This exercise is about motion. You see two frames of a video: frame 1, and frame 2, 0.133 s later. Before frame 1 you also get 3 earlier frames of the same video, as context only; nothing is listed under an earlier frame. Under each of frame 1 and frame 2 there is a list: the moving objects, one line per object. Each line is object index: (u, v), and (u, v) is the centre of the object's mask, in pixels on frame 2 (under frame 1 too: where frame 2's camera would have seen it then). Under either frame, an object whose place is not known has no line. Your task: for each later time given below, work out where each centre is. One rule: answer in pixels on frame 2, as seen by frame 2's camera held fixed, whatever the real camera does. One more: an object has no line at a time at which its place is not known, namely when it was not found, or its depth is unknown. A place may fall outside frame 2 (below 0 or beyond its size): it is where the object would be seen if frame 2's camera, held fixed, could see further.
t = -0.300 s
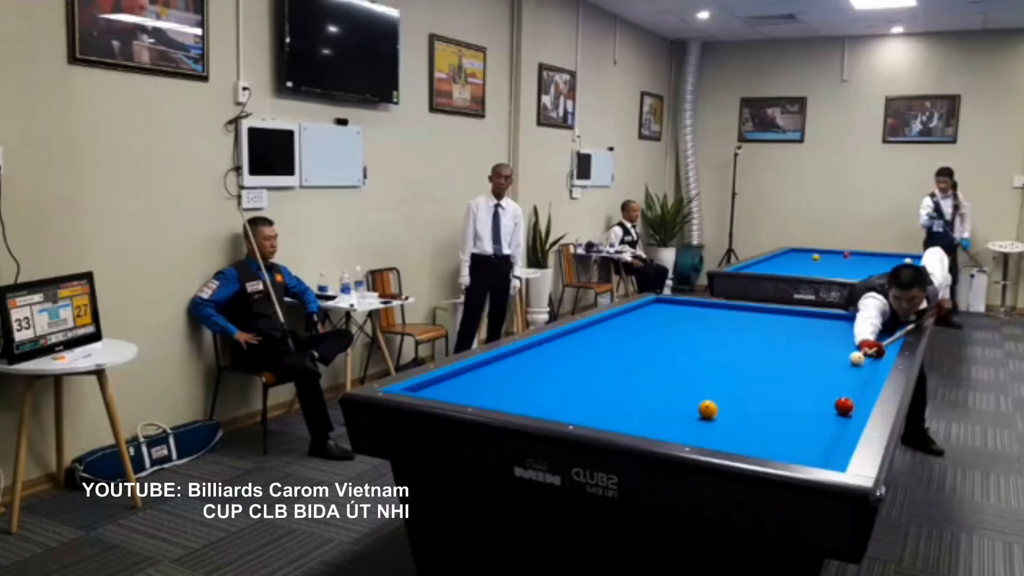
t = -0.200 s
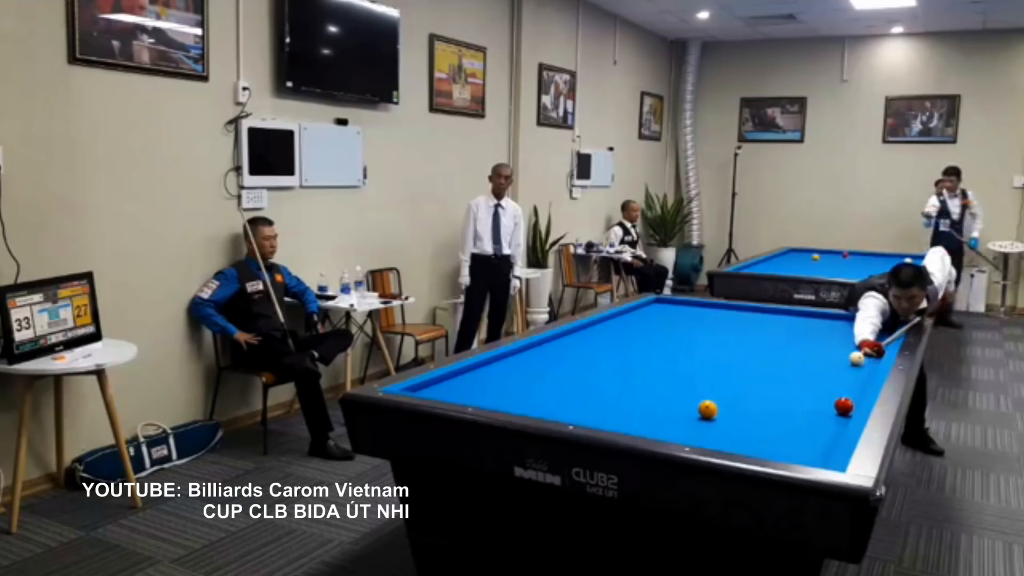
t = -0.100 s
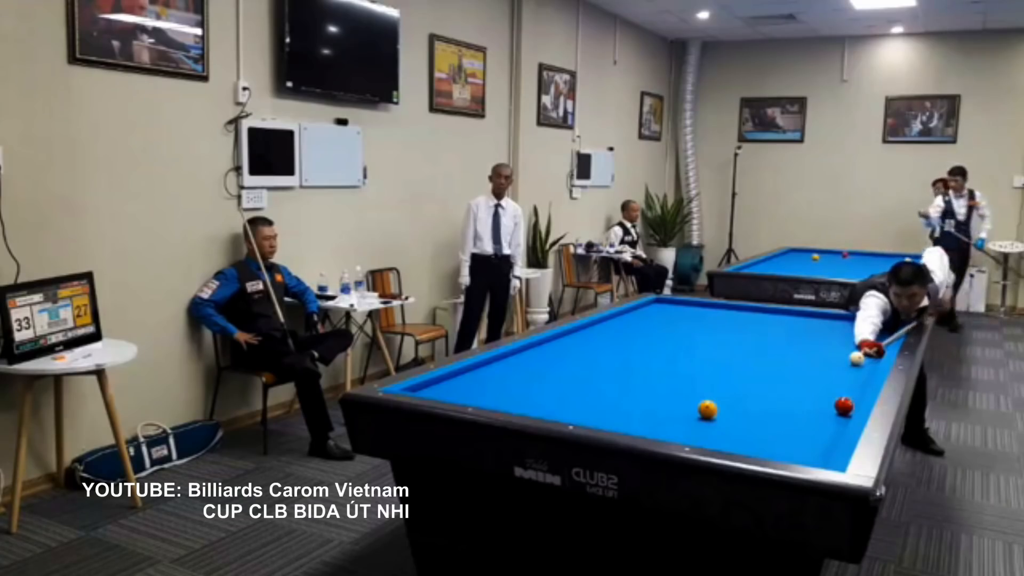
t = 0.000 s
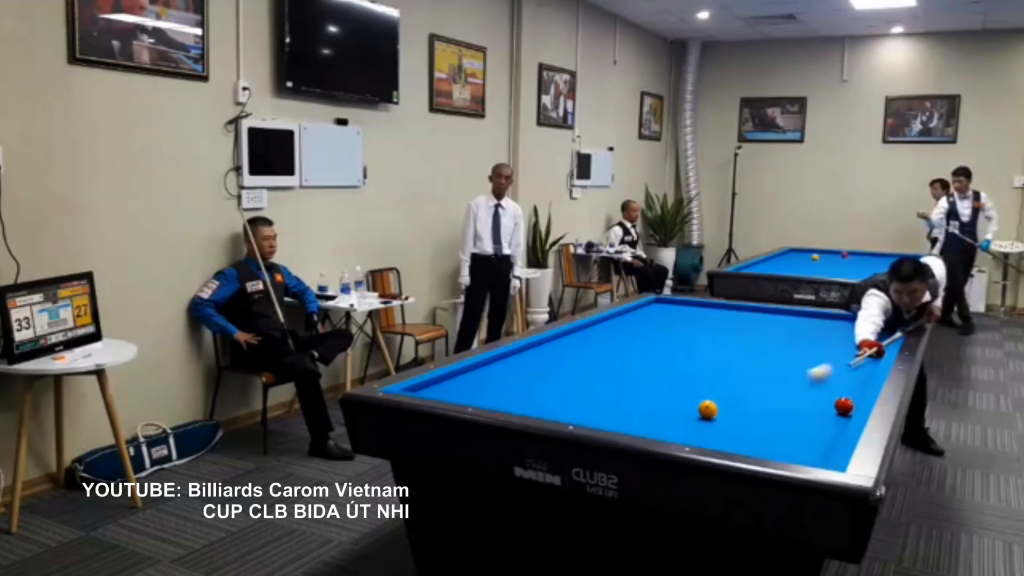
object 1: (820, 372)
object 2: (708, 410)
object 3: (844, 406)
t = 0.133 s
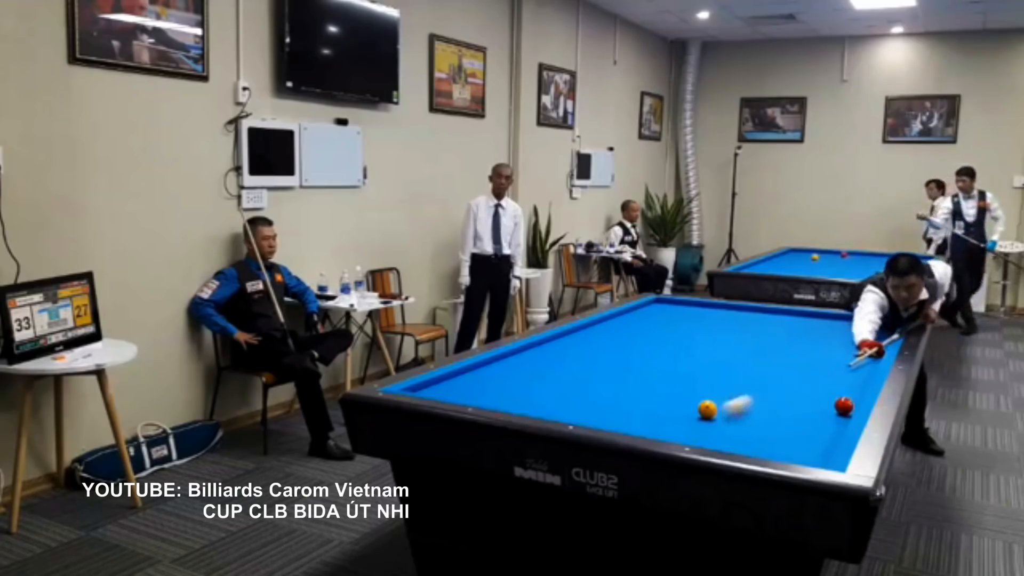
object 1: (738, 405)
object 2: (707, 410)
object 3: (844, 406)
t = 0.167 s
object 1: (724, 417)
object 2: (699, 408)
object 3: (844, 406)
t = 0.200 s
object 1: (716, 430)
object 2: (682, 406)
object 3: (844, 406)
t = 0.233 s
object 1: (716, 439)
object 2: (666, 404)
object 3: (844, 406)
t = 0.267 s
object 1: (743, 434)
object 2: (651, 403)
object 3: (844, 406)
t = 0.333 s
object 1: (797, 423)
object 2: (623, 400)
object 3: (844, 406)
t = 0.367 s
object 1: (821, 417)
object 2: (611, 399)
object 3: (844, 406)
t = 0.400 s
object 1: (842, 410)
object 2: (599, 397)
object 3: (843, 399)
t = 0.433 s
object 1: (840, 409)
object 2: (588, 396)
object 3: (843, 397)
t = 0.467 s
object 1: (830, 407)
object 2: (577, 395)
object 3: (839, 393)
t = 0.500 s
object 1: (821, 406)
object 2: (566, 394)
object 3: (836, 388)
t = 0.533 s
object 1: (813, 405)
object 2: (556, 393)
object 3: (834, 382)
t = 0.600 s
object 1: (799, 402)
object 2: (535, 391)
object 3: (830, 372)
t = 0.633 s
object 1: (793, 402)
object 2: (524, 390)
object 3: (828, 368)
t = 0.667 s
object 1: (787, 400)
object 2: (514, 389)
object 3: (827, 364)
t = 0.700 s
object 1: (782, 399)
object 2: (505, 387)
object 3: (825, 360)
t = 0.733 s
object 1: (776, 398)
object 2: (495, 386)
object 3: (824, 356)
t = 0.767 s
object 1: (770, 397)
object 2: (485, 386)
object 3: (823, 353)
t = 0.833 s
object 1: (758, 395)
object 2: (466, 384)
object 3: (820, 347)
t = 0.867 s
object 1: (752, 394)
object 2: (455, 382)
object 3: (819, 344)
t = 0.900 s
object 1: (747, 393)
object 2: (446, 381)
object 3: (818, 341)
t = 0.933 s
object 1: (741, 392)
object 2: (439, 380)
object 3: (817, 338)
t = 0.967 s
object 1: (736, 391)
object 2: (444, 382)
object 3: (816, 336)
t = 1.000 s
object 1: (731, 390)
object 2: (450, 383)
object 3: (815, 334)
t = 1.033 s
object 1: (726, 389)
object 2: (455, 385)
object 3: (814, 332)
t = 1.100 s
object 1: (715, 387)
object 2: (465, 387)
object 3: (812, 327)
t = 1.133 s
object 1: (710, 386)
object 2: (470, 389)
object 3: (811, 325)
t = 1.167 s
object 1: (705, 385)
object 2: (474, 390)
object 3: (810, 323)
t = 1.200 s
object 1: (700, 384)
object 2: (479, 391)
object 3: (810, 322)
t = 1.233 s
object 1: (695, 383)
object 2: (483, 392)
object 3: (809, 319)
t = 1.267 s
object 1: (689, 382)
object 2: (487, 393)
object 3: (809, 318)
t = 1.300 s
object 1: (685, 381)
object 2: (492, 395)
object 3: (808, 315)
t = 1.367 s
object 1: (675, 379)
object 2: (501, 397)
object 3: (806, 313)
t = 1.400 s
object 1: (670, 379)
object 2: (506, 398)
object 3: (804, 314)
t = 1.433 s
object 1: (666, 378)
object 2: (511, 399)
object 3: (801, 315)
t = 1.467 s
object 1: (661, 377)
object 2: (515, 400)
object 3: (799, 316)
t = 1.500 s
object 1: (656, 376)
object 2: (520, 402)
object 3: (796, 317)
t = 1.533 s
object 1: (652, 375)
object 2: (525, 403)
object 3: (793, 318)
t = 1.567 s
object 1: (648, 374)
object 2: (529, 404)
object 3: (791, 319)
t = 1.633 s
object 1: (639, 372)
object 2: (539, 406)
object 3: (786, 322)
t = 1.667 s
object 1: (635, 372)
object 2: (544, 407)
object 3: (783, 323)
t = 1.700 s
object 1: (631, 371)
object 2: (549, 408)
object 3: (780, 324)
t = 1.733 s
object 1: (626, 370)
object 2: (554, 409)
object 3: (778, 325)
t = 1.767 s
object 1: (622, 369)
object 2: (560, 411)
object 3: (775, 326)
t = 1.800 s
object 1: (618, 368)
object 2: (565, 412)
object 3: (773, 326)
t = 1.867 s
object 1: (610, 367)
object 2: (575, 414)
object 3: (767, 328)
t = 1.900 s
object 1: (606, 366)
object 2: (580, 416)
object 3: (765, 329)
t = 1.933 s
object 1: (602, 366)
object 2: (585, 417)
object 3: (761, 330)
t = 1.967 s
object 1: (598, 365)
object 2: (591, 418)
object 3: (759, 331)
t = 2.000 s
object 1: (594, 364)
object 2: (597, 420)
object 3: (756, 332)
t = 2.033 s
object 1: (590, 363)
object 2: (603, 420)
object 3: (753, 333)
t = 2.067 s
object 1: (587, 363)
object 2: (609, 421)
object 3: (751, 334)
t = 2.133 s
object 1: (579, 361)
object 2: (621, 423)
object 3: (744, 336)
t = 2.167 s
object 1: (576, 360)
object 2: (627, 424)
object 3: (741, 337)
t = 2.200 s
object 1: (572, 360)
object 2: (632, 425)
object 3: (738, 338)
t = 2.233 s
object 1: (568, 359)
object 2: (639, 426)
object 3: (735, 340)
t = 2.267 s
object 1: (565, 358)
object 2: (644, 426)
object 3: (732, 341)
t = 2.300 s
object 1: (561, 358)
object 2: (650, 427)
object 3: (729, 342)
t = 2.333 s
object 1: (558, 357)
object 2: (656, 428)
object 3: (726, 343)
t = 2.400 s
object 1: (551, 356)
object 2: (669, 430)
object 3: (720, 345)
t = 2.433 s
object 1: (548, 355)
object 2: (675, 431)
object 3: (716, 346)
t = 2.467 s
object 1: (544, 354)
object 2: (681, 432)
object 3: (713, 347)
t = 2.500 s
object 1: (541, 354)
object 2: (687, 433)
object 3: (709, 348)
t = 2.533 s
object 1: (538, 353)
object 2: (693, 434)
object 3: (706, 349)
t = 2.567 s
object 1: (535, 353)
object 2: (699, 434)
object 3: (703, 351)
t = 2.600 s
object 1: (531, 352)
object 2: (705, 436)
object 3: (699, 352)
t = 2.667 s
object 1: (525, 351)
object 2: (717, 437)
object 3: (692, 355)
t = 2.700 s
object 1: (522, 350)
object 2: (723, 438)
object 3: (688, 356)
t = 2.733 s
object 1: (521, 350)
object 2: (730, 439)
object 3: (684, 357)
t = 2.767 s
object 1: (523, 350)
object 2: (736, 440)
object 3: (681, 358)
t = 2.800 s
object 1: (525, 351)
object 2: (742, 441)
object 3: (677, 360)
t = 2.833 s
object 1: (526, 351)
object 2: (748, 442)
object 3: (673, 362)
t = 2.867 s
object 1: (528, 352)
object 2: (754, 443)
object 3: (669, 363)
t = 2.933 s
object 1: (530, 353)
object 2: (767, 445)
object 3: (661, 366)
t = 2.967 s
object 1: (532, 353)
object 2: (773, 446)
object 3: (657, 367)
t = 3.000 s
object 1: (533, 353)
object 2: (779, 446)
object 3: (653, 368)
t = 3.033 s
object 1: (534, 353)
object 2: (786, 447)
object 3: (648, 370)
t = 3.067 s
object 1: (536, 353)
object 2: (792, 448)
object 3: (644, 371)
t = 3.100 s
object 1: (537, 354)
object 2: (798, 449)
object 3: (640, 373)
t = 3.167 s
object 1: (540, 354)
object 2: (811, 450)
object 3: (631, 376)
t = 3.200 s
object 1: (541, 355)
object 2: (817, 451)
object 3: (627, 378)
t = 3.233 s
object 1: (542, 355)
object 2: (822, 452)
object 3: (622, 380)
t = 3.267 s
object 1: (544, 355)
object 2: (819, 451)
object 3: (617, 381)
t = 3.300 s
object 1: (545, 356)
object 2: (815, 450)
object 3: (612, 383)
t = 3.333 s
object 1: (546, 356)
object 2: (812, 450)
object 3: (608, 384)
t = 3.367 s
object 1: (547, 357)
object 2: (808, 449)
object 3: (603, 386)
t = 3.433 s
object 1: (550, 358)
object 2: (802, 448)
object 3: (593, 390)
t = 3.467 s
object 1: (551, 358)
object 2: (798, 447)
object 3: (588, 392)
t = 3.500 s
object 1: (552, 358)
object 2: (795, 446)
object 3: (582, 393)
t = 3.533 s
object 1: (554, 358)
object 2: (791, 445)
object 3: (578, 396)
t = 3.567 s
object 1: (555, 359)
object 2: (788, 445)
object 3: (572, 397)
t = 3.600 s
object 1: (556, 359)
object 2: (785, 444)
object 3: (567, 399)
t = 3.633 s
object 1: (557, 359)
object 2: (782, 443)
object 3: (561, 401)
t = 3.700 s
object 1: (560, 360)
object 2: (775, 441)
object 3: (550, 405)
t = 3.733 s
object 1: (561, 360)
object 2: (772, 440)
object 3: (544, 406)
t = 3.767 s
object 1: (562, 361)
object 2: (769, 439)
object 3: (538, 407)
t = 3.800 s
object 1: (563, 361)
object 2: (766, 439)
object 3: (532, 408)
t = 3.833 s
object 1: (565, 361)
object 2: (763, 438)
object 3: (532, 408)
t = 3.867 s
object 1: (566, 362)
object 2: (760, 437)
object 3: (534, 407)
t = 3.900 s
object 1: (567, 362)
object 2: (757, 437)
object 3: (537, 406)
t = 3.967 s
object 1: (570, 362)
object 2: (752, 435)
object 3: (542, 404)
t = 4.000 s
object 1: (571, 363)
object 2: (749, 434)
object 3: (544, 403)
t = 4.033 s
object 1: (572, 363)
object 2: (746, 434)
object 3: (546, 402)
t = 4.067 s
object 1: (573, 363)
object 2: (743, 433)
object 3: (548, 400)
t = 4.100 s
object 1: (574, 363)
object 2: (740, 432)
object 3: (550, 399)
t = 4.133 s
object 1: (575, 364)
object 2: (737, 431)
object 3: (552, 397)
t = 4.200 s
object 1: (578, 364)
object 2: (732, 430)
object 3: (555, 395)
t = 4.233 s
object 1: (579, 365)
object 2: (730, 429)
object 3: (557, 393)
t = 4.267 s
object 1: (580, 365)
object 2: (727, 429)
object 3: (559, 392)
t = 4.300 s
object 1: (581, 365)
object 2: (724, 428)
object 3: (561, 391)
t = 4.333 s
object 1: (582, 366)
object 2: (722, 427)
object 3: (563, 390)
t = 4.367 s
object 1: (583, 366)
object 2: (719, 427)
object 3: (564, 389)
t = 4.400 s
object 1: (584, 366)
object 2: (717, 426)
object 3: (566, 387)
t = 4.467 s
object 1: (587, 367)
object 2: (712, 425)
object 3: (569, 385)
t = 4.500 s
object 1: (588, 367)
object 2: (709, 424)
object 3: (571, 384)
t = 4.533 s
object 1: (589, 367)
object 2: (707, 423)
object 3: (573, 383)
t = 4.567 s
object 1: (590, 368)
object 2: (704, 423)
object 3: (574, 382)
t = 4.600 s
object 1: (591, 368)
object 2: (702, 422)
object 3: (576, 381)
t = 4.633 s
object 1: (593, 368)
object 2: (700, 421)
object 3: (578, 380)
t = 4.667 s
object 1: (594, 368)
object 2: (698, 421)
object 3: (579, 378)
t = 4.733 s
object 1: (596, 369)
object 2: (693, 420)
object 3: (582, 376)
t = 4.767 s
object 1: (597, 369)
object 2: (691, 419)
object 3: (584, 376)
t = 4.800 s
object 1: (598, 369)
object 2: (688, 419)
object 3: (585, 375)
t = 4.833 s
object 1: (599, 369)
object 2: (686, 418)
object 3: (586, 374)
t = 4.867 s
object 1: (601, 369)
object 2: (684, 418)
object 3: (588, 373)
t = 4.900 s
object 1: (604, 370)
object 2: (682, 417)
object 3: (587, 372)
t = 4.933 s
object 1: (607, 370)
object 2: (680, 417)
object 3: (586, 371)
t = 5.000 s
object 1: (613, 370)
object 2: (676, 415)
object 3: (584, 370)
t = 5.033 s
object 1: (616, 370)
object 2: (674, 415)
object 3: (583, 369)
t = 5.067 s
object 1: (619, 370)
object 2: (672, 415)
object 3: (582, 369)
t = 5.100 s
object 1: (622, 370)
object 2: (669, 414)
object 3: (581, 368)
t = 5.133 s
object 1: (625, 370)
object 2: (667, 414)
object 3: (580, 367)
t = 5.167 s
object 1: (627, 370)
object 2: (666, 413)
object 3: (579, 367)
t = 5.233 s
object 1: (633, 370)
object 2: (662, 412)
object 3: (577, 366)
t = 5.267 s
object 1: (636, 370)
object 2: (660, 411)
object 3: (577, 365)
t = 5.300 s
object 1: (639, 371)
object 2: (658, 411)
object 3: (576, 365)
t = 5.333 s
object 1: (641, 371)
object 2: (656, 410)
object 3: (575, 364)
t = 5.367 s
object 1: (645, 371)
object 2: (654, 410)
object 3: (574, 363)
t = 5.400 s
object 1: (647, 371)
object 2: (652, 410)
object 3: (573, 363)
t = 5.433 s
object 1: (650, 370)
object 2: (650, 409)
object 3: (572, 362)
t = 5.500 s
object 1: (655, 371)
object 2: (647, 408)
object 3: (571, 361)
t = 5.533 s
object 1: (658, 371)
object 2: (645, 408)
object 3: (570, 361)
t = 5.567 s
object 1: (661, 371)
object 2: (643, 407)
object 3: (569, 360)
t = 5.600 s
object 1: (663, 371)
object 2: (641, 407)
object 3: (568, 360)
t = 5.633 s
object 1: (666, 371)
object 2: (639, 406)
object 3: (568, 359)
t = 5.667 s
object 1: (669, 371)
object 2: (638, 406)
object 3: (567, 358)
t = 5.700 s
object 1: (671, 371)
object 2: (636, 405)
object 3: (566, 358)
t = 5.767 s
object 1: (677, 371)
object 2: (633, 405)
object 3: (565, 357)
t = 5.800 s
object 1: (682, 371)
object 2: (629, 404)
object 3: (563, 356)
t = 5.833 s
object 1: (685, 371)
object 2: (628, 403)
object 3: (563, 356)
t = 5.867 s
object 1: (687, 371)
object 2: (626, 403)
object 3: (562, 355)
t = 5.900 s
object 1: (690, 371)
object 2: (625, 403)
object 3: (561, 355)
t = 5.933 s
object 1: (692, 371)
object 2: (623, 402)
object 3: (560, 354)
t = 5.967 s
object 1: (695, 371)
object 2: (622, 402)
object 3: (560, 354)
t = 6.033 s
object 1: (700, 371)
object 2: (619, 401)
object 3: (558, 353)
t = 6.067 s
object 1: (702, 371)
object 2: (617, 401)
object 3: (558, 352)
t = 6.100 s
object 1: (705, 371)
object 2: (616, 400)
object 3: (557, 352)
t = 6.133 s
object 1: (707, 371)
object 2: (615, 400)
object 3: (556, 352)
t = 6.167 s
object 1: (710, 371)
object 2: (613, 400)
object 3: (556, 351)
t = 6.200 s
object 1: (712, 371)
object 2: (611, 399)
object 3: (555, 351)
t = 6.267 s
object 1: (717, 371)
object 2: (609, 399)
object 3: (554, 350)
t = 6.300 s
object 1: (720, 371)
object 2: (608, 398)
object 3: (553, 349)
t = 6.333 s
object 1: (722, 371)
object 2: (606, 398)
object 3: (553, 349)
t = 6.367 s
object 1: (725, 371)
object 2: (605, 398)
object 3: (552, 349)
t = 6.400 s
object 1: (727, 372)
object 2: (603, 398)
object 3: (552, 348)
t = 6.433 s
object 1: (730, 372)
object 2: (602, 397)
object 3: (551, 348)
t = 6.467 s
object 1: (732, 372)
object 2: (601, 397)
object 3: (550, 348)
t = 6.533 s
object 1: (736, 372)
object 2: (598, 396)
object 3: (549, 347)
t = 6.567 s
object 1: (739, 372)
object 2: (597, 396)
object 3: (549, 347)
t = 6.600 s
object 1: (741, 372)
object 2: (596, 395)
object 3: (548, 346)
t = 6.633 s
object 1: (744, 372)
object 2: (595, 395)
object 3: (548, 346)
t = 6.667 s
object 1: (745, 372)
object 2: (593, 395)
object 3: (547, 345)
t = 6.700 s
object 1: (748, 372)
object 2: (592, 395)
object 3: (547, 345)
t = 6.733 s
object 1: (750, 372)
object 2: (591, 394)
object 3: (546, 345)
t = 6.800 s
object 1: (755, 372)
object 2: (589, 394)
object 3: (545, 344)
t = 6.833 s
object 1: (757, 372)
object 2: (588, 393)
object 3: (545, 344)
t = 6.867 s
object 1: (759, 372)
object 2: (586, 393)
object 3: (544, 343)
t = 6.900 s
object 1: (761, 372)
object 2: (585, 393)
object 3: (544, 343)
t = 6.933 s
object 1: (764, 372)
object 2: (584, 392)
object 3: (543, 342)
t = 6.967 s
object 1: (766, 372)
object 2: (583, 392)
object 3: (543, 342)
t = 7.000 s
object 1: (768, 372)
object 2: (582, 392)
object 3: (544, 342)
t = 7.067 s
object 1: (772, 372)
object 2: (580, 392)
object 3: (546, 342)
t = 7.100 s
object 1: (774, 372)
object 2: (579, 392)
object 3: (547, 342)
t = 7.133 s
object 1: (776, 372)
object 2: (578, 391)
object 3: (548, 342)
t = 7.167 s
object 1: (779, 372)
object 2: (577, 391)
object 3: (549, 342)
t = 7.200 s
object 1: (781, 372)
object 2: (576, 391)
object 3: (550, 342)
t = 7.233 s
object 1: (783, 372)
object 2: (575, 390)
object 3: (551, 341)
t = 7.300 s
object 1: (787, 372)
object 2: (573, 390)
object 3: (552, 341)
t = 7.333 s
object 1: (789, 372)
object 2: (572, 390)
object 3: (554, 341)
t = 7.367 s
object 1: (791, 372)
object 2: (571, 389)
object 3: (554, 341)
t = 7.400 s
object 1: (793, 372)
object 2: (570, 389)
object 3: (555, 341)
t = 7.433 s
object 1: (795, 372)
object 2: (570, 389)
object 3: (556, 341)
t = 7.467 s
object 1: (797, 372)
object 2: (569, 389)
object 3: (557, 341)
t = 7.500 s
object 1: (799, 372)
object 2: (568, 389)
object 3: (558, 341)
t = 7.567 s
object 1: (803, 372)
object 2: (566, 388)
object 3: (559, 341)
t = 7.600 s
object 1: (805, 373)
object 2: (565, 388)
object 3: (560, 341)
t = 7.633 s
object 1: (807, 373)
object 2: (565, 388)
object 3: (561, 341)
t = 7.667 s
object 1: (809, 372)
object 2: (563, 388)
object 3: (561, 341)
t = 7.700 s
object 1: (811, 373)
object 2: (563, 387)
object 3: (562, 340)
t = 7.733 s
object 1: (812, 373)
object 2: (562, 387)
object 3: (563, 340)
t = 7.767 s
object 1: (814, 373)
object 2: (561, 387)
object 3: (564, 340)
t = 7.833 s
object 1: (818, 373)
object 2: (560, 387)
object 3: (565, 340)
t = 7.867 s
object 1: (820, 373)
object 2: (559, 387)
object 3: (566, 340)
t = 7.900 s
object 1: (822, 373)
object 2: (558, 386)
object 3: (566, 340)
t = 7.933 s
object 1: (823, 372)
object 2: (557, 386)
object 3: (567, 340)
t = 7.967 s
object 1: (825, 372)
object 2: (556, 386)
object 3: (568, 340)
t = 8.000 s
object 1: (827, 373)
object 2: (555, 386)
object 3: (568, 340)
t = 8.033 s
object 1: (829, 373)
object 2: (555, 386)
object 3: (569, 340)
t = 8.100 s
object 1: (832, 373)
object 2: (555, 386)
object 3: (571, 340)
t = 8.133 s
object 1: (834, 373)
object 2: (554, 386)
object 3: (571, 340)
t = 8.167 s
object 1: (836, 373)
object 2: (553, 386)
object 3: (572, 340)
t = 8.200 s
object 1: (837, 373)
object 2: (552, 385)
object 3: (573, 340)
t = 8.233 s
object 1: (839, 373)
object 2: (551, 385)
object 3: (573, 340)
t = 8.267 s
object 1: (840, 373)
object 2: (551, 385)
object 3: (574, 340)
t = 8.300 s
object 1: (842, 372)
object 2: (550, 385)
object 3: (574, 340)
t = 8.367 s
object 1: (845, 373)
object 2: (549, 385)
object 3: (575, 339)
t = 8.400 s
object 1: (847, 372)
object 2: (548, 384)
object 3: (576, 339)
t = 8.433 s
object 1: (849, 373)
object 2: (548, 384)
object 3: (576, 339)
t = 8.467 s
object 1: (850, 373)
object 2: (547, 384)
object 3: (577, 339)
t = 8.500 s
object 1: (852, 373)
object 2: (547, 384)
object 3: (577, 339)
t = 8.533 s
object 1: (853, 373)
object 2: (546, 384)
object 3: (578, 339)
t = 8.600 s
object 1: (857, 373)
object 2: (545, 384)
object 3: (579, 339)
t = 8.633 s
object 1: (858, 373)
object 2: (544, 384)
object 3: (580, 339)
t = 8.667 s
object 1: (860, 373)
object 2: (544, 383)
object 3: (580, 339)
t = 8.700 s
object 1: (861, 373)
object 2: (544, 383)
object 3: (581, 339)
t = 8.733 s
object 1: (862, 373)
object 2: (543, 383)
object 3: (581, 339)
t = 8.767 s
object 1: (864, 373)
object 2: (543, 383)
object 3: (582, 339)
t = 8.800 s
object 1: (865, 372)
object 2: (542, 383)
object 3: (582, 339)
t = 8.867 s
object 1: (865, 372)
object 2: (542, 383)
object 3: (583, 339)
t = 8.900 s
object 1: (865, 372)
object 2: (541, 383)
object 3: (584, 339)
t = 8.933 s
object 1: (864, 372)
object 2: (541, 383)
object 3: (584, 339)
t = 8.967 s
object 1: (864, 371)
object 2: (540, 383)
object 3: (584, 339)
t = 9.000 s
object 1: (863, 372)
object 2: (540, 383)
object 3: (585, 339)
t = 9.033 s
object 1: (863, 371)
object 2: (539, 383)
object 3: (585, 339)
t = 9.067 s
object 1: (862, 371)
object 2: (539, 382)
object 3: (586, 339)
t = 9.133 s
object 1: (861, 371)
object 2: (539, 382)
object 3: (586, 339)
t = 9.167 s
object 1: (860, 371)
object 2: (538, 382)
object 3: (586, 339)
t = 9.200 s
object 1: (859, 370)
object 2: (538, 382)
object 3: (587, 339)
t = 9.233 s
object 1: (859, 370)
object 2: (538, 382)
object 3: (587, 339)
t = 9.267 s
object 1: (858, 369)
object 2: (538, 382)
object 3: (588, 339)
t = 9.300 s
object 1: (857, 370)
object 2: (537, 382)
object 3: (588, 339)
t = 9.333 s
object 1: (857, 369)
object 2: (537, 382)
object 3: (588, 339)
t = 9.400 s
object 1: (856, 369)
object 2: (537, 382)
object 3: (589, 339)
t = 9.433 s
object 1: (855, 369)
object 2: (536, 382)
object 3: (589, 339)
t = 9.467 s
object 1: (855, 368)
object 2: (536, 382)
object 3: (590, 339)
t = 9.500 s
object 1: (854, 368)
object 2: (536, 382)
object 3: (590, 339)
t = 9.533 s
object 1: (854, 368)
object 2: (536, 382)
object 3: (590, 339)
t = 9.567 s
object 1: (853, 368)
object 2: (536, 381)
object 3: (590, 339)
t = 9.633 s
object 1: (852, 367)
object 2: (535, 381)
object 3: (591, 339)
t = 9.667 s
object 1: (851, 367)
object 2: (535, 381)
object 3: (591, 339)
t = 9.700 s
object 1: (851, 367)
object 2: (535, 381)
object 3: (591, 339)
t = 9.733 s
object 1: (850, 367)
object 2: (535, 381)
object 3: (591, 339)
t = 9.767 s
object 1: (850, 366)
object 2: (535, 381)
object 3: (592, 339)
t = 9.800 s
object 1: (849, 366)
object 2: (535, 381)
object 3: (592, 339)
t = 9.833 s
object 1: (849, 366)
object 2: (535, 381)
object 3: (592, 339)
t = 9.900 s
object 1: (848, 366)
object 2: (535, 381)
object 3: (592, 339)
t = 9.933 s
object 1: (847, 366)
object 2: (535, 381)
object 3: (592, 339)
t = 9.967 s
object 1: (847, 366)
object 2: (535, 381)
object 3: (593, 339)
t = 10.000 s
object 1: (846, 366)
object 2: (534, 381)
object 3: (592, 339)
